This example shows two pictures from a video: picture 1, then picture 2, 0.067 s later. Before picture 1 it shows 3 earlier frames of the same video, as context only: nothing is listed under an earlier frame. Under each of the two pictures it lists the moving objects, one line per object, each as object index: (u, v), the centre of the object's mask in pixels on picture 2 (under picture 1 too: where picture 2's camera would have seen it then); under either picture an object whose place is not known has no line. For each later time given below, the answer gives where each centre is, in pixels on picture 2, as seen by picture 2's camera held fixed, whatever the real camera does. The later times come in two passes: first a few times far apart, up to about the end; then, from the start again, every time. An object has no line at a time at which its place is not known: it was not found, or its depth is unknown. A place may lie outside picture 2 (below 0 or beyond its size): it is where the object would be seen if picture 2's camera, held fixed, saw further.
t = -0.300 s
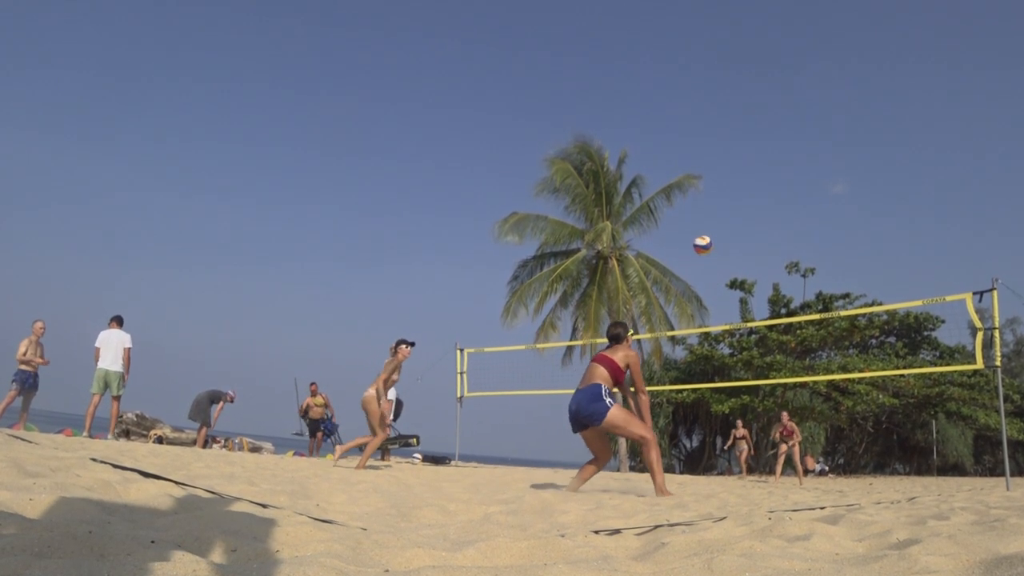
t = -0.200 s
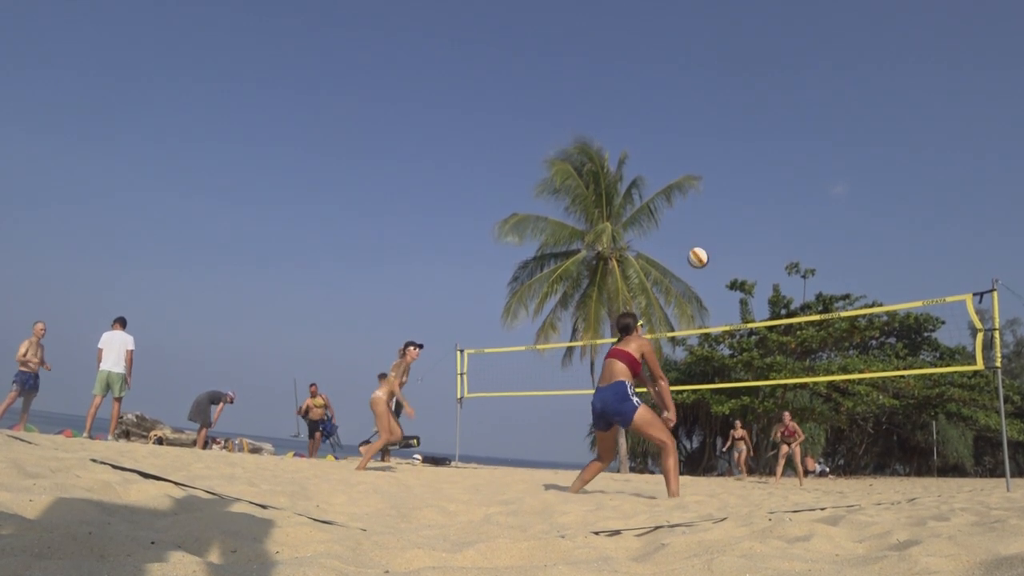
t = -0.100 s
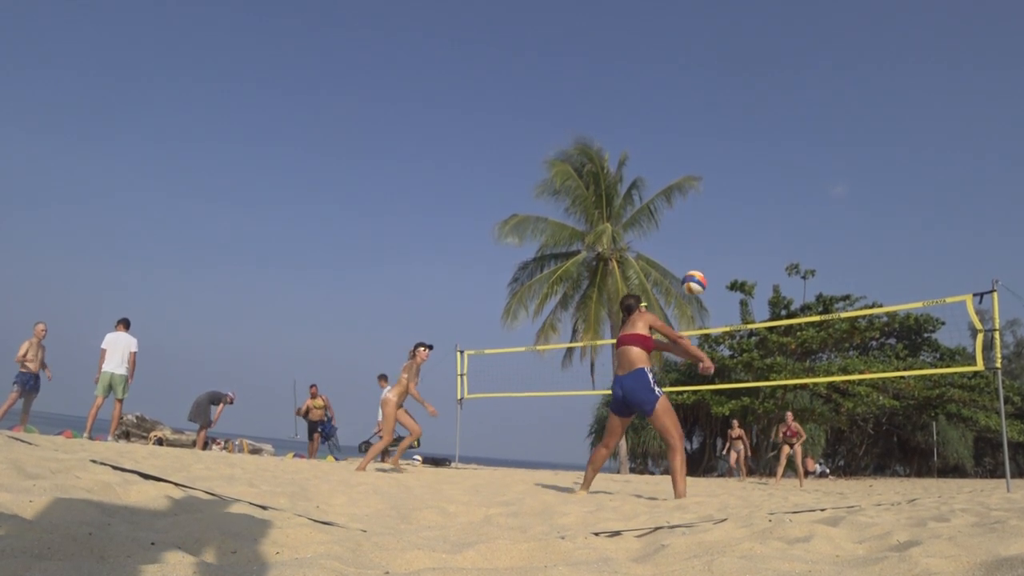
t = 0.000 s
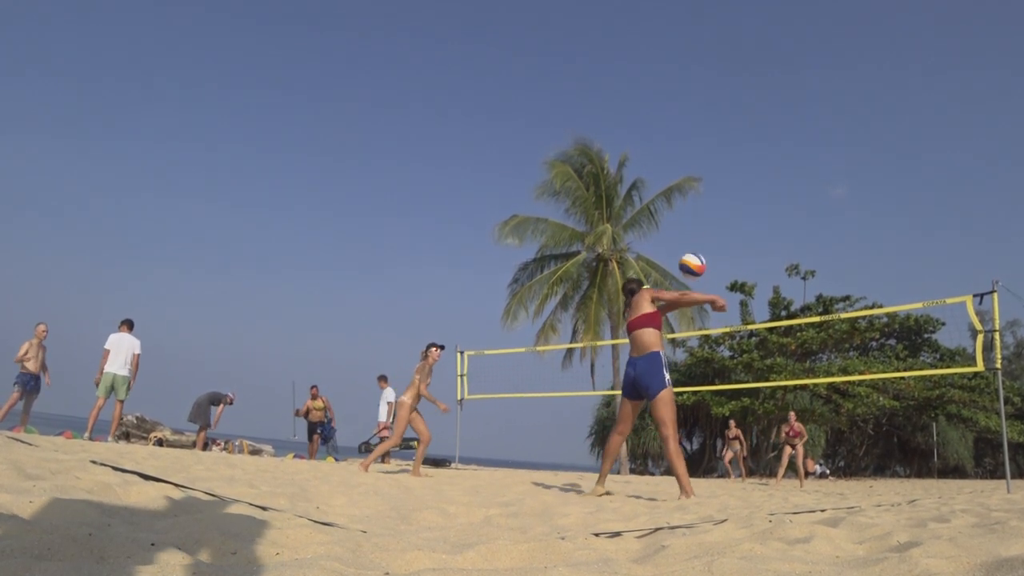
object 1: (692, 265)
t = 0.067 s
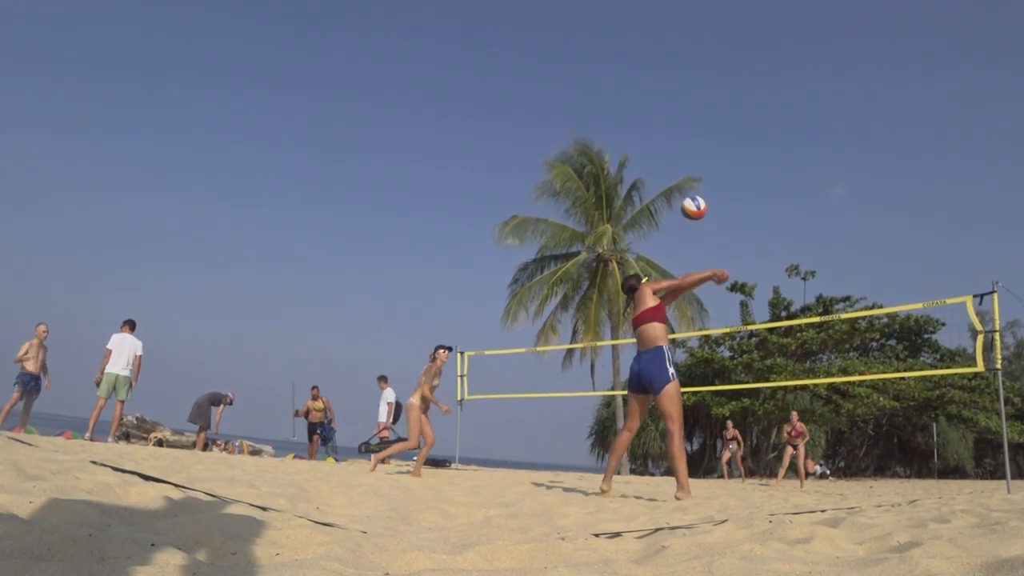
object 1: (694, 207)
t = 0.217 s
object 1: (695, 116)
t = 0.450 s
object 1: (698, 45)
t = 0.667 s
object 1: (701, 26)
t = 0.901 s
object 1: (707, 42)
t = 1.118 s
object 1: (714, 85)
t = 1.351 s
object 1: (720, 162)
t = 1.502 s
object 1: (726, 229)
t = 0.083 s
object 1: (694, 195)
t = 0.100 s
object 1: (694, 183)
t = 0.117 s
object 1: (694, 172)
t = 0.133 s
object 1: (694, 161)
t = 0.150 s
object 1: (694, 151)
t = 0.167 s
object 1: (695, 141)
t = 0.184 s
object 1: (695, 132)
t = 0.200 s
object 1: (694, 124)
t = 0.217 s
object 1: (695, 116)
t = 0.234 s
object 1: (696, 108)
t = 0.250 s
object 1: (696, 102)
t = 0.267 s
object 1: (696, 95)
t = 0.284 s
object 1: (696, 89)
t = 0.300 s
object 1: (696, 83)
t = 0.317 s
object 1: (696, 77)
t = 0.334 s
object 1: (696, 72)
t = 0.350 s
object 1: (697, 67)
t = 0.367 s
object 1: (697, 62)
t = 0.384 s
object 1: (697, 58)
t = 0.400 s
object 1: (697, 55)
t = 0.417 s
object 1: (698, 51)
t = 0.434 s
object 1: (698, 48)
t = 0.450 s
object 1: (698, 45)
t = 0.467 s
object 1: (697, 42)
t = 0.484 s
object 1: (698, 39)
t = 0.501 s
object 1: (698, 37)
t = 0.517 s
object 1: (698, 35)
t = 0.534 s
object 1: (698, 34)
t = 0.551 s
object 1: (699, 32)
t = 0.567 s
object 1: (699, 31)
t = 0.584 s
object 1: (699, 30)
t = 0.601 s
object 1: (699, 29)
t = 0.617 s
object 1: (700, 28)
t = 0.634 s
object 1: (701, 27)
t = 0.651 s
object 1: (701, 27)
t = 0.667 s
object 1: (701, 26)
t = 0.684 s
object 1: (702, 26)
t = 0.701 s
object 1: (702, 26)
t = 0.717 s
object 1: (702, 27)
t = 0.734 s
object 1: (702, 27)
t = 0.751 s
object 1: (703, 28)
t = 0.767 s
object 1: (703, 29)
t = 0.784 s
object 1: (704, 30)
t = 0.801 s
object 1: (704, 31)
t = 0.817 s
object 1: (705, 33)
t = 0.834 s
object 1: (705, 34)
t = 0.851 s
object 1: (706, 35)
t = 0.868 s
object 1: (706, 37)
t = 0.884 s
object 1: (706, 39)
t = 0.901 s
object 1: (707, 42)
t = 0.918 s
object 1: (707, 44)
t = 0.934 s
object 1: (707, 47)
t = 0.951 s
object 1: (708, 49)
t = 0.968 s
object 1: (709, 52)
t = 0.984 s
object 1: (709, 55)
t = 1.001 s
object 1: (710, 58)
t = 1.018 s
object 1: (710, 62)
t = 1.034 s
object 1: (711, 65)
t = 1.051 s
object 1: (712, 69)
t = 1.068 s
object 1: (712, 73)
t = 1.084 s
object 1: (713, 77)
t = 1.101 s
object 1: (713, 81)
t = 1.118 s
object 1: (714, 85)
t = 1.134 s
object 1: (714, 89)
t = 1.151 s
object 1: (715, 94)
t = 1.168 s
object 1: (715, 99)
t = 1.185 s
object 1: (716, 104)
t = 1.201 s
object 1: (716, 109)
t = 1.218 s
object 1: (717, 114)
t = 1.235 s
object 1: (717, 120)
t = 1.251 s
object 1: (717, 125)
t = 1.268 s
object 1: (718, 131)
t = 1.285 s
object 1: (718, 137)
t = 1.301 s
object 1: (719, 143)
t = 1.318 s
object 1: (719, 150)
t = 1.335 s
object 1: (719, 156)
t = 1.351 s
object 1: (720, 162)
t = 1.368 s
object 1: (721, 169)
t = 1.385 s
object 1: (722, 176)
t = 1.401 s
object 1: (722, 183)
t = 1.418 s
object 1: (723, 190)
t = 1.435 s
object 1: (723, 198)
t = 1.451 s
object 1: (724, 205)
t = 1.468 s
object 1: (724, 213)
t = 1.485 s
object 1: (724, 222)
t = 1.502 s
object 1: (726, 229)
